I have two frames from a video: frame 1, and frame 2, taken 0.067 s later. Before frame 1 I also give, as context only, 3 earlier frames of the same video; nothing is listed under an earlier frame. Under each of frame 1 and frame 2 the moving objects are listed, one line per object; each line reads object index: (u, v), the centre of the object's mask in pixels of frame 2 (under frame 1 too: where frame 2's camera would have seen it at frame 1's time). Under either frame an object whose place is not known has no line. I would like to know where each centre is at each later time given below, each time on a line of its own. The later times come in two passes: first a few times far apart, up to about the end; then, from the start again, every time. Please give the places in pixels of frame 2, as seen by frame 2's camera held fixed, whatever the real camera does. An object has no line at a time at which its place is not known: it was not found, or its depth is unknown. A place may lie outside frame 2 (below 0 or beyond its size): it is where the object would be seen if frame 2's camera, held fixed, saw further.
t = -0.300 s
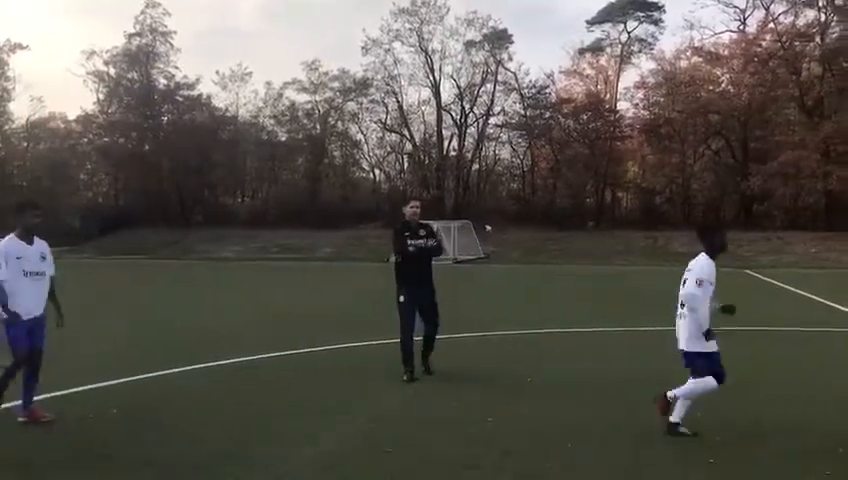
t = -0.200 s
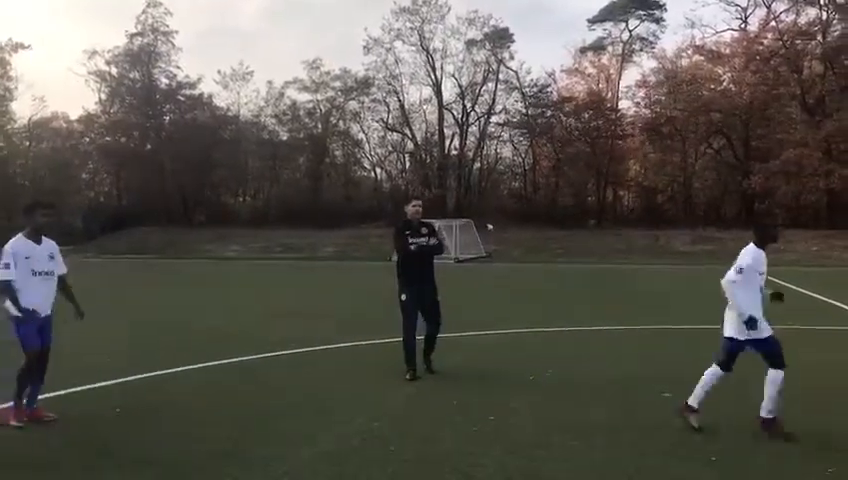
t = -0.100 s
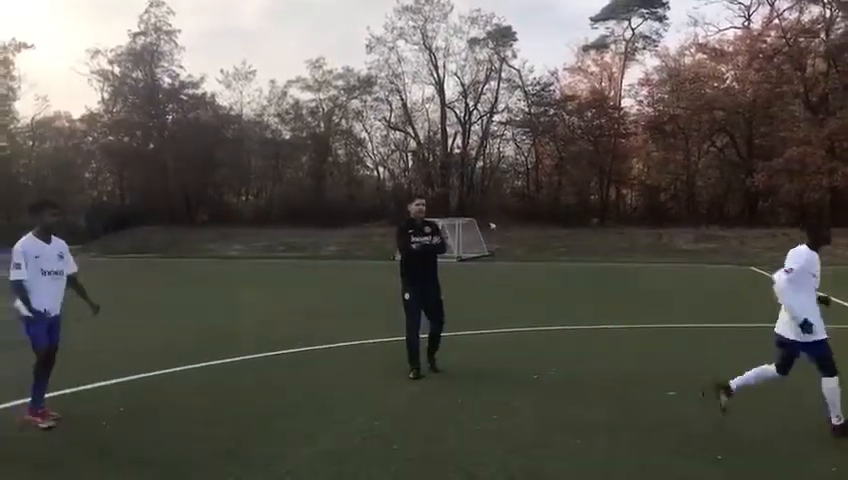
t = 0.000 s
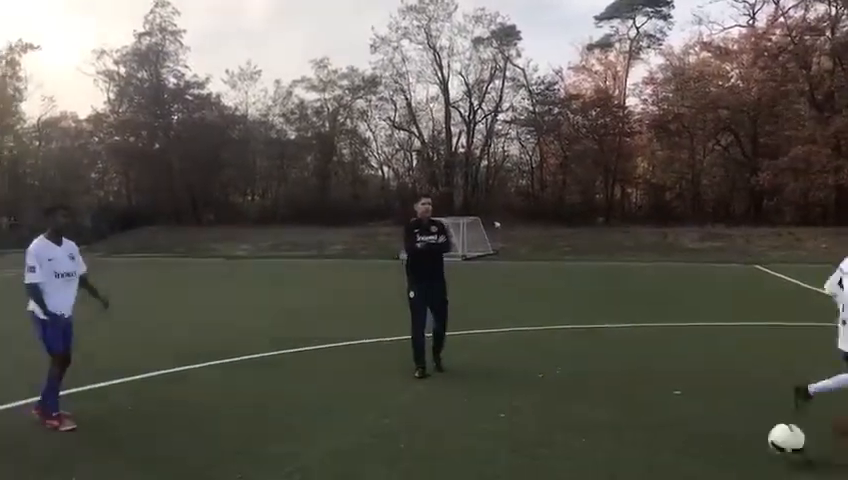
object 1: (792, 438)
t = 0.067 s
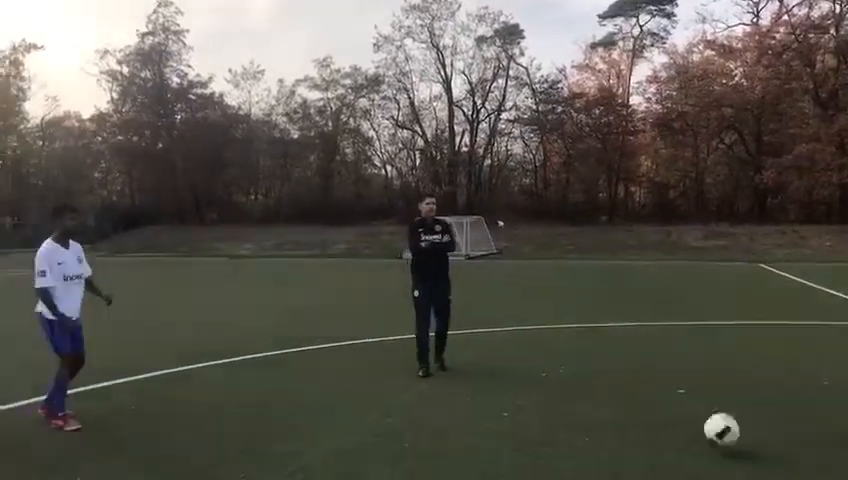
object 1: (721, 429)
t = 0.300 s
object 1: (530, 413)
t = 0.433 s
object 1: (448, 410)
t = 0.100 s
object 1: (689, 428)
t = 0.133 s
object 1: (657, 426)
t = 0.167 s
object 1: (626, 429)
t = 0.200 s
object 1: (599, 425)
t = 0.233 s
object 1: (576, 419)
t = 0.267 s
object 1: (553, 416)
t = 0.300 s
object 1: (530, 413)
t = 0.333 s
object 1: (507, 412)
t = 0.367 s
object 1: (486, 412)
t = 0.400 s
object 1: (466, 413)
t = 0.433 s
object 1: (448, 410)
